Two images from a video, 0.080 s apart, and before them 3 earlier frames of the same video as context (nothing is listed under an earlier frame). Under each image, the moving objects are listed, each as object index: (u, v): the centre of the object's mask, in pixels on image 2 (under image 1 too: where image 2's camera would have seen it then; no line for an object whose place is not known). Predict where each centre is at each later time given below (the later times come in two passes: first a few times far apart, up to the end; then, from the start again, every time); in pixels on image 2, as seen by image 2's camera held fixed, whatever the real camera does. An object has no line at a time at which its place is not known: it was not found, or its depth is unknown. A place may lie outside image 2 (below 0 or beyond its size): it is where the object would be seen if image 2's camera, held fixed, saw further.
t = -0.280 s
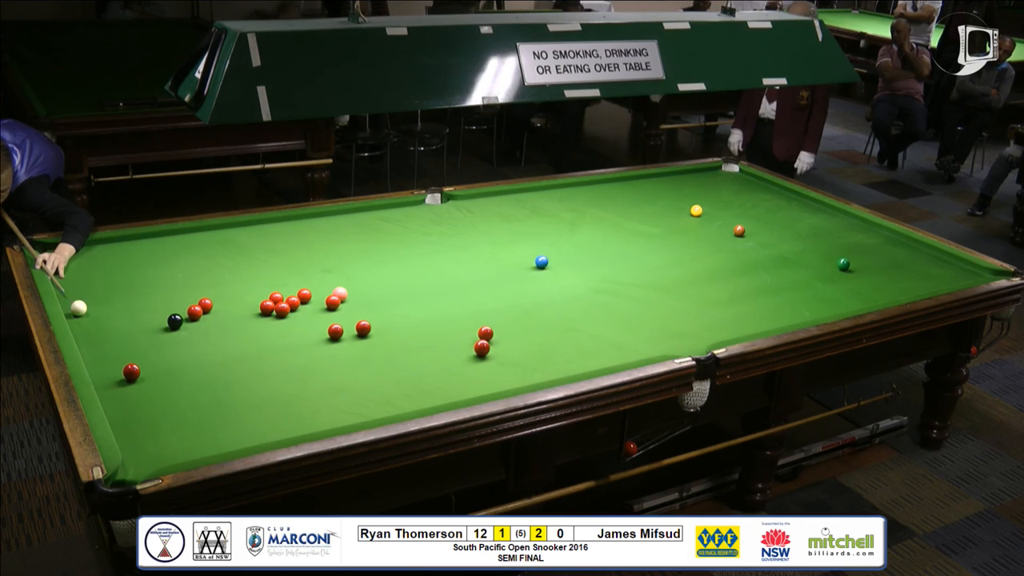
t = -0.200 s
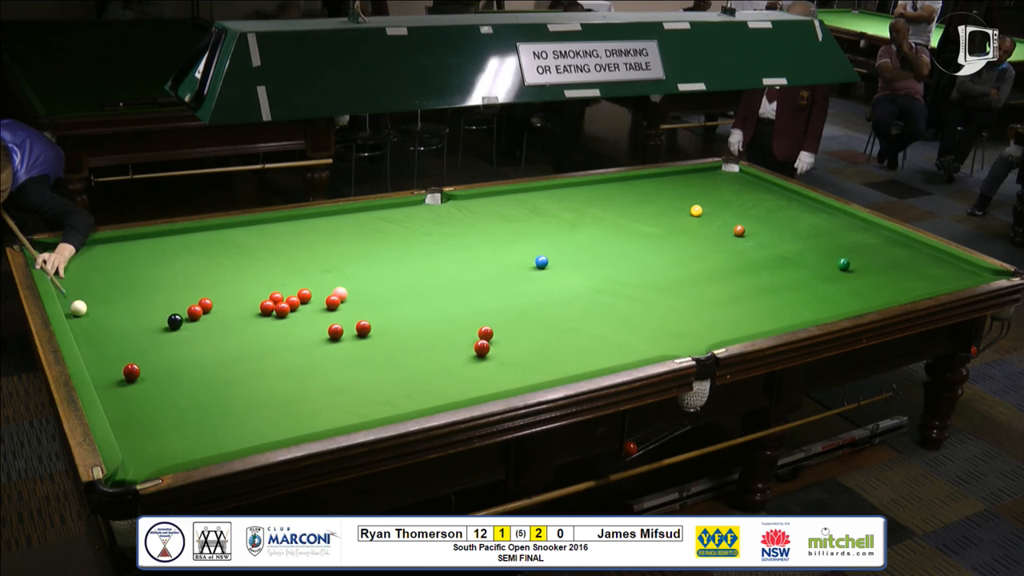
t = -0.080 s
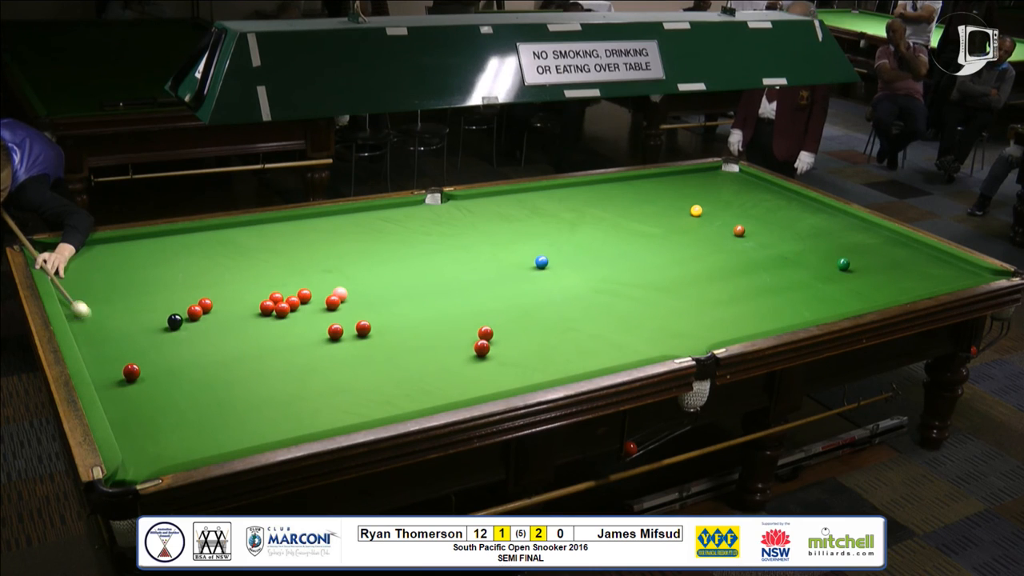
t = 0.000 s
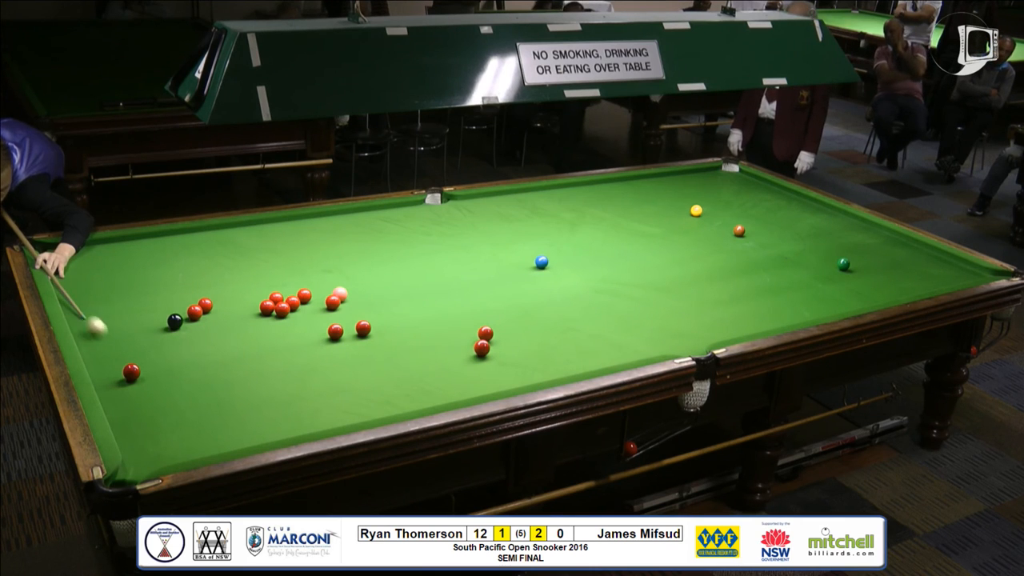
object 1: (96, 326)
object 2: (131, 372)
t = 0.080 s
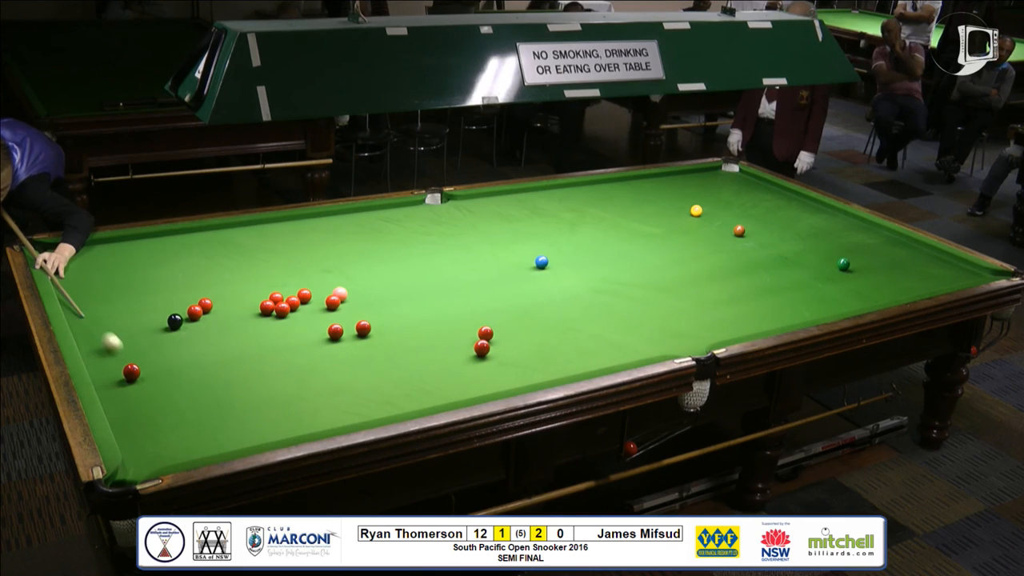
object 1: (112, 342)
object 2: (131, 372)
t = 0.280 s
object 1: (142, 362)
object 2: (132, 388)
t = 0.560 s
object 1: (170, 359)
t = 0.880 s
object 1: (197, 355)
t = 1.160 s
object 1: (219, 353)
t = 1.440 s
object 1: (237, 351)
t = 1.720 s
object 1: (253, 348)
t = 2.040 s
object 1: (268, 347)
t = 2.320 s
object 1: (278, 345)
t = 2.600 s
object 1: (286, 345)
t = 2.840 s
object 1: (291, 344)
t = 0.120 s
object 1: (119, 349)
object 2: (131, 372)
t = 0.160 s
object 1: (126, 356)
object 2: (131, 372)
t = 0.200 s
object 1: (133, 361)
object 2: (131, 373)
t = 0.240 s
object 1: (138, 363)
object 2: (132, 381)
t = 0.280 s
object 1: (142, 362)
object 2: (132, 388)
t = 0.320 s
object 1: (146, 362)
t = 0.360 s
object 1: (150, 361)
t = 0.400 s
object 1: (154, 361)
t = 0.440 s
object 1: (158, 360)
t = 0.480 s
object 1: (162, 360)
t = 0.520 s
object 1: (166, 359)
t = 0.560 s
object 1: (170, 359)
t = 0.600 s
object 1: (173, 358)
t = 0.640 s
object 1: (177, 358)
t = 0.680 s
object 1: (180, 357)
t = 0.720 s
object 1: (184, 357)
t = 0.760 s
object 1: (187, 357)
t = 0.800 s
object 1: (191, 356)
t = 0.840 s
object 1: (194, 356)
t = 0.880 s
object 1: (197, 355)
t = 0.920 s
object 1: (200, 355)
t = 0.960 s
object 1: (204, 355)
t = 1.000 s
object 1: (207, 354)
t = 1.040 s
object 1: (210, 354)
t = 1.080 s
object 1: (213, 354)
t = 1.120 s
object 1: (216, 353)
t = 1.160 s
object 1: (219, 353)
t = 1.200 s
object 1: (222, 353)
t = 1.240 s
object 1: (224, 352)
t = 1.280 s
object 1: (227, 352)
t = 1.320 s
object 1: (230, 352)
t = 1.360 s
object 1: (232, 351)
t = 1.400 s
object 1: (235, 351)
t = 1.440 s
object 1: (237, 351)
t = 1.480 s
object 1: (240, 350)
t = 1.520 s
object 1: (242, 350)
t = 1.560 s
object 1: (244, 350)
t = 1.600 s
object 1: (247, 349)
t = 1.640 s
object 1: (249, 349)
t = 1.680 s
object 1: (251, 349)
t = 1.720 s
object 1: (253, 348)
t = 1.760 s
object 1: (255, 348)
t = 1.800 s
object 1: (257, 348)
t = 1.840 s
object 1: (259, 348)
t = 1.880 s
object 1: (261, 348)
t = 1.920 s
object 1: (263, 347)
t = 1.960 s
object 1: (265, 347)
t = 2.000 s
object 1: (266, 347)
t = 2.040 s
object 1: (268, 347)
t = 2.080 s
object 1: (270, 346)
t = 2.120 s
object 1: (271, 346)
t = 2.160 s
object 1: (273, 346)
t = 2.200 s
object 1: (274, 346)
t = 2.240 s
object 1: (276, 346)
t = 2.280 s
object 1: (277, 345)
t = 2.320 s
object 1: (278, 345)
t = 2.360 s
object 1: (279, 345)
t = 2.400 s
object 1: (281, 345)
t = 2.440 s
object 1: (282, 345)
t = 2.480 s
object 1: (283, 345)
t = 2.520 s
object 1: (284, 345)
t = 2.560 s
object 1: (285, 345)
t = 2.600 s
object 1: (286, 345)
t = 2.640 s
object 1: (287, 344)
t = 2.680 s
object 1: (288, 344)
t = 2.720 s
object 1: (289, 344)
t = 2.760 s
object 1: (289, 344)
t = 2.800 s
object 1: (290, 344)
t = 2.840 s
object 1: (291, 344)
